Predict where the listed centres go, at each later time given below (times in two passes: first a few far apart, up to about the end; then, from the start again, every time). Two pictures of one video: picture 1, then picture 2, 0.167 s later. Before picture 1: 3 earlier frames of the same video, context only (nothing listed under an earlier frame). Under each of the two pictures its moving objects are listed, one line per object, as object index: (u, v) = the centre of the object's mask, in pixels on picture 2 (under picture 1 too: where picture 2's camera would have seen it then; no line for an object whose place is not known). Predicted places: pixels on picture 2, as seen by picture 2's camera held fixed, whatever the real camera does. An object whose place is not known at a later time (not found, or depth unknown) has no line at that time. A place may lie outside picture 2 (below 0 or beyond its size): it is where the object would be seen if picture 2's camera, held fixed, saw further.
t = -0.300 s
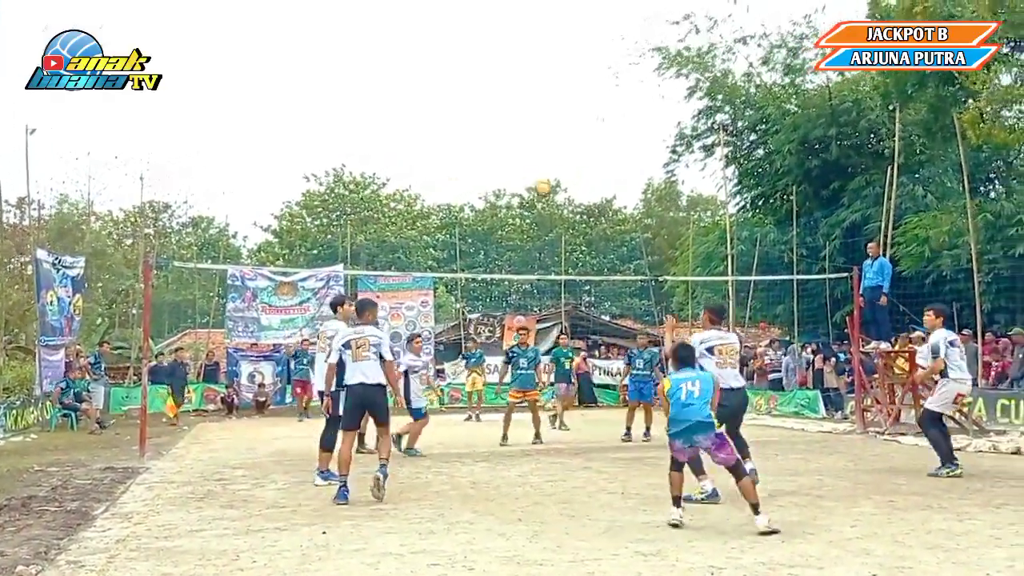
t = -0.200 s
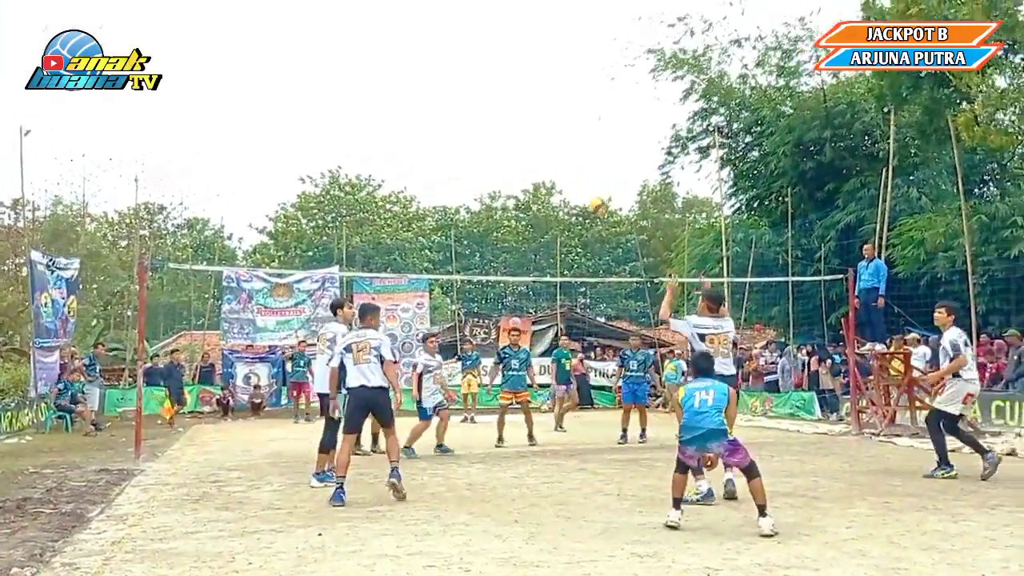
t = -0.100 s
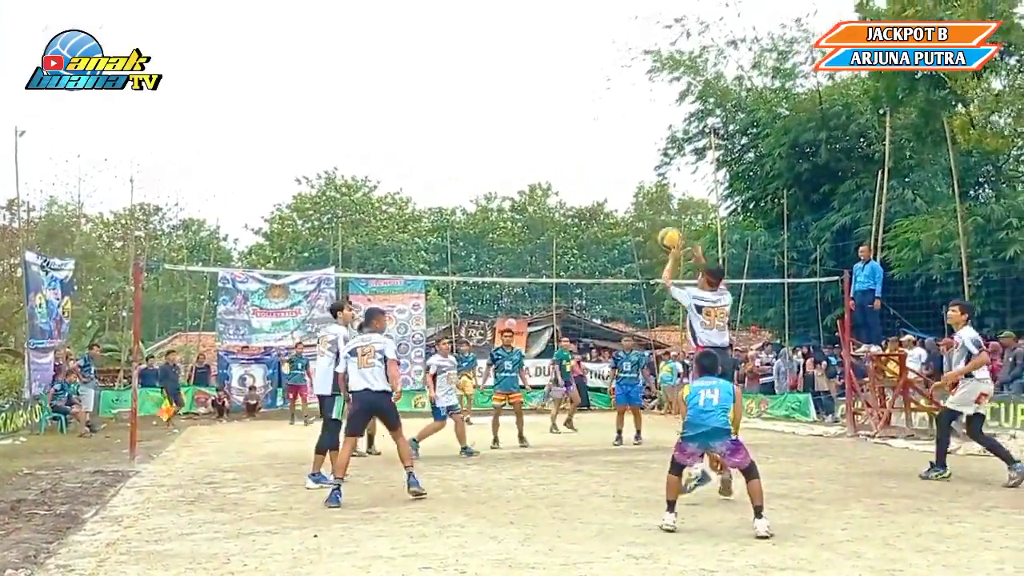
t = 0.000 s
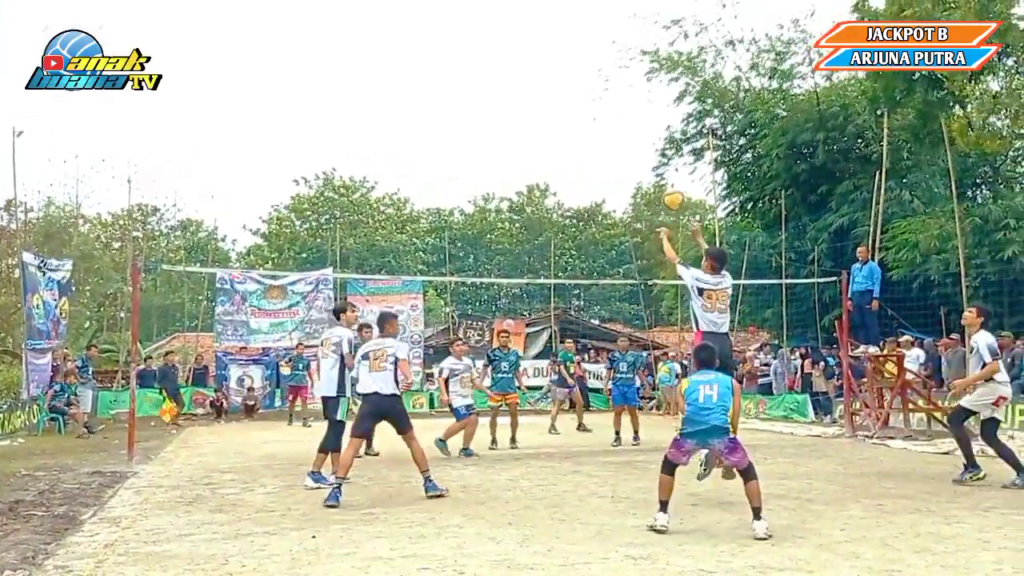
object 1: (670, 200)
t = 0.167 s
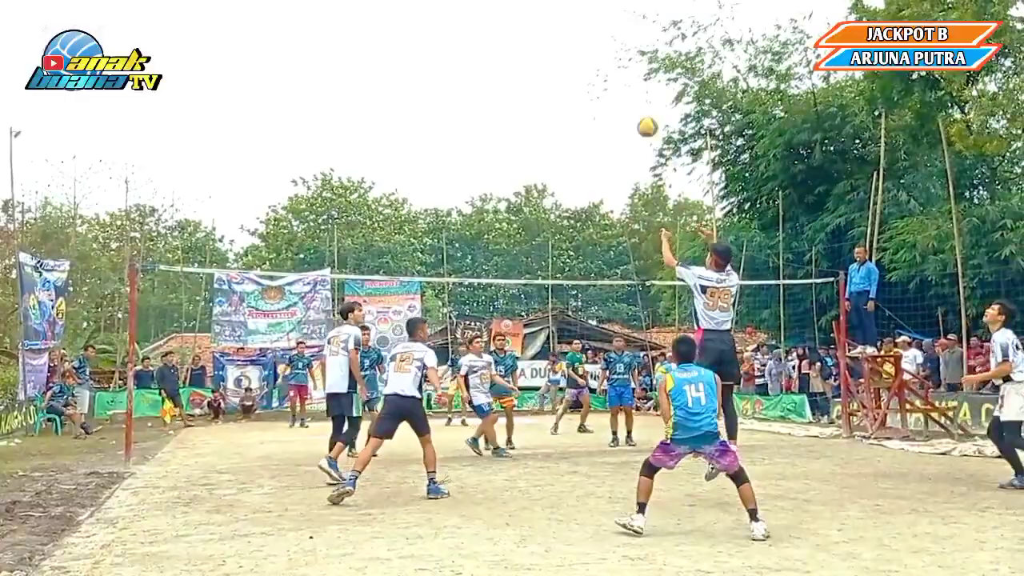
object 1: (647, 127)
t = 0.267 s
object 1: (636, 101)
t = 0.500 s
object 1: (612, 80)
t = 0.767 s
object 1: (590, 114)
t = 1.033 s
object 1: (572, 198)
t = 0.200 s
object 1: (643, 117)
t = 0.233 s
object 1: (639, 108)
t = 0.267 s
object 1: (636, 101)
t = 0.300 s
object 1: (632, 94)
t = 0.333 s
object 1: (628, 90)
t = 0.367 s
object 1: (625, 86)
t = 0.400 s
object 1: (622, 82)
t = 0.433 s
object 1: (618, 81)
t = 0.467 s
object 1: (615, 80)
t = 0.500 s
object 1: (612, 80)
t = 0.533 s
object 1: (610, 81)
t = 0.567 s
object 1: (607, 83)
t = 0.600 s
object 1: (604, 86)
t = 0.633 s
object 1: (601, 90)
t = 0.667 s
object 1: (598, 95)
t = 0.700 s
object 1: (596, 101)
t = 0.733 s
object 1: (593, 107)
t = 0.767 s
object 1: (590, 114)
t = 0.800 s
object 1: (588, 122)
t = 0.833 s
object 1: (585, 131)
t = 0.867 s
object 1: (583, 140)
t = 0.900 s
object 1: (581, 151)
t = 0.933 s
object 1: (578, 161)
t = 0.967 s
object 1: (576, 173)
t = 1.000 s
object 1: (574, 185)
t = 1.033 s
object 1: (572, 198)
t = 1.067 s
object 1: (570, 211)
